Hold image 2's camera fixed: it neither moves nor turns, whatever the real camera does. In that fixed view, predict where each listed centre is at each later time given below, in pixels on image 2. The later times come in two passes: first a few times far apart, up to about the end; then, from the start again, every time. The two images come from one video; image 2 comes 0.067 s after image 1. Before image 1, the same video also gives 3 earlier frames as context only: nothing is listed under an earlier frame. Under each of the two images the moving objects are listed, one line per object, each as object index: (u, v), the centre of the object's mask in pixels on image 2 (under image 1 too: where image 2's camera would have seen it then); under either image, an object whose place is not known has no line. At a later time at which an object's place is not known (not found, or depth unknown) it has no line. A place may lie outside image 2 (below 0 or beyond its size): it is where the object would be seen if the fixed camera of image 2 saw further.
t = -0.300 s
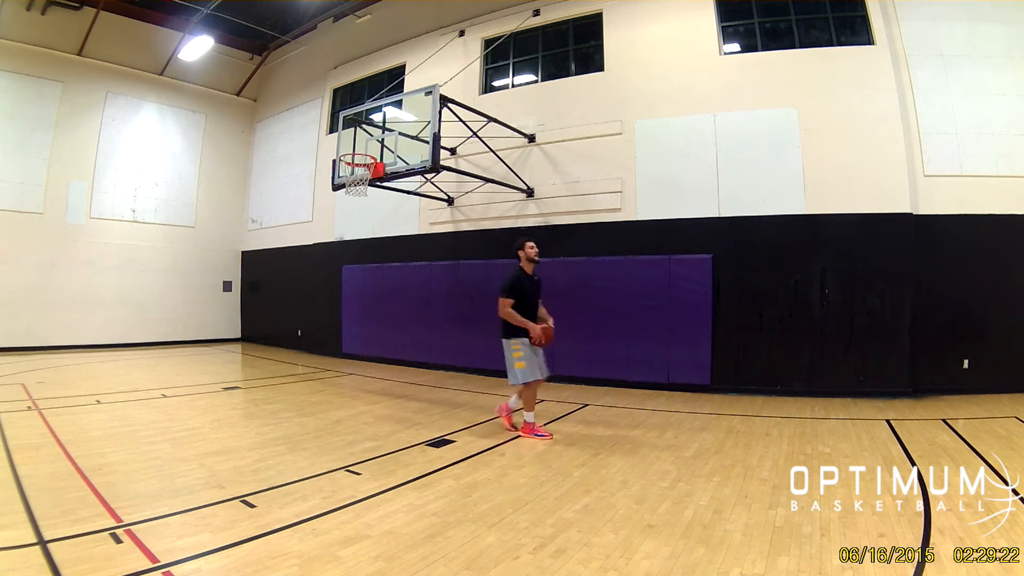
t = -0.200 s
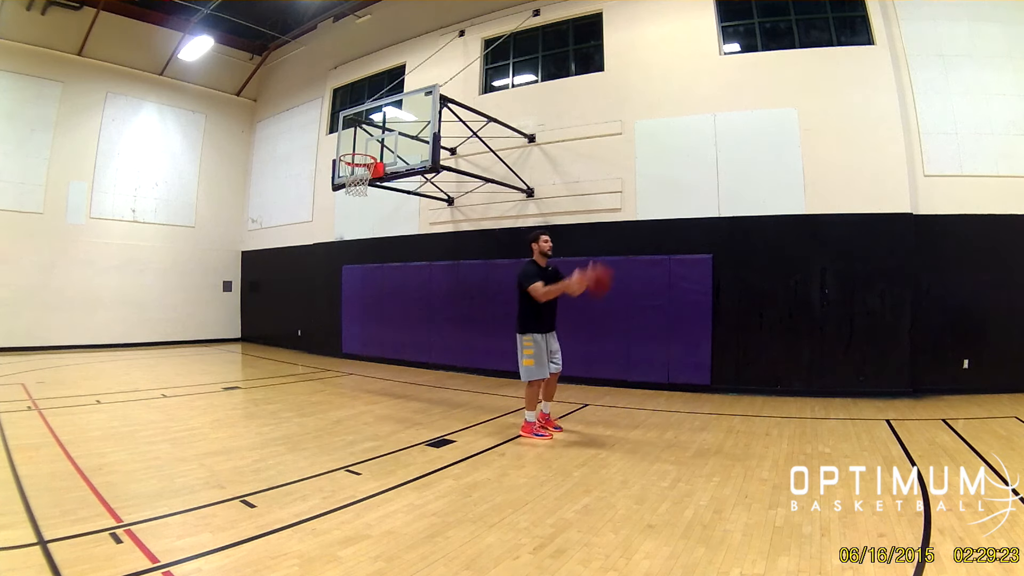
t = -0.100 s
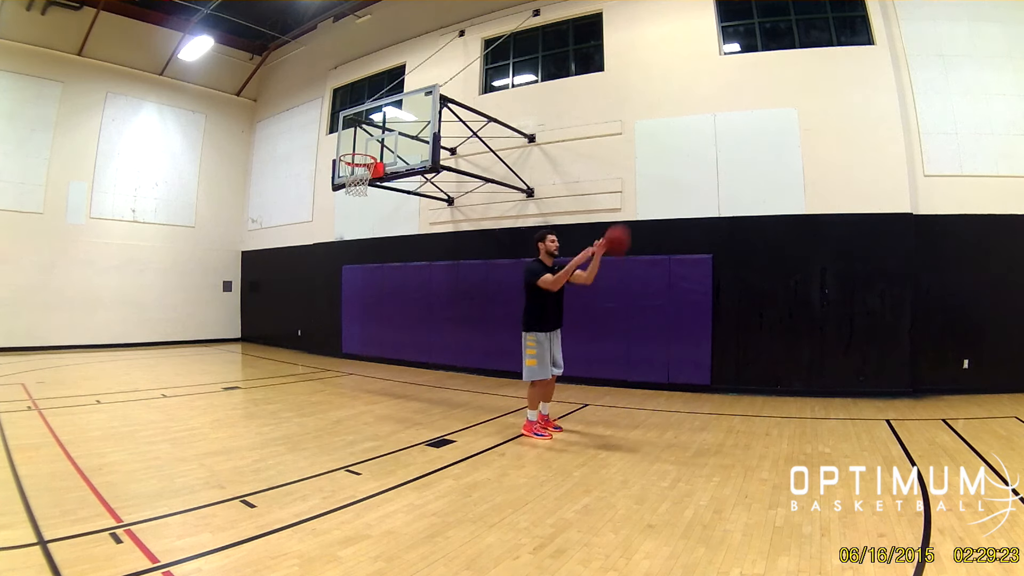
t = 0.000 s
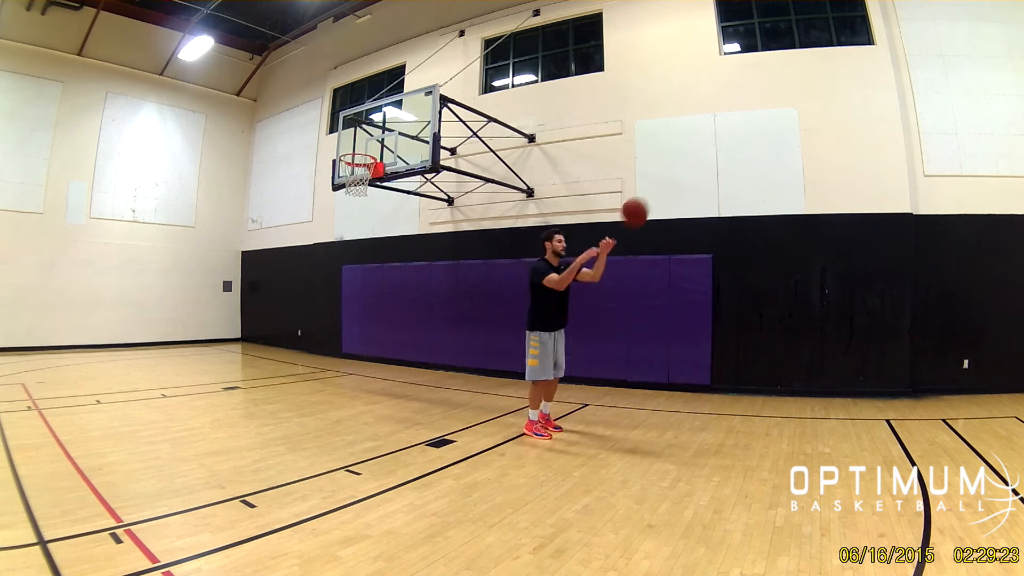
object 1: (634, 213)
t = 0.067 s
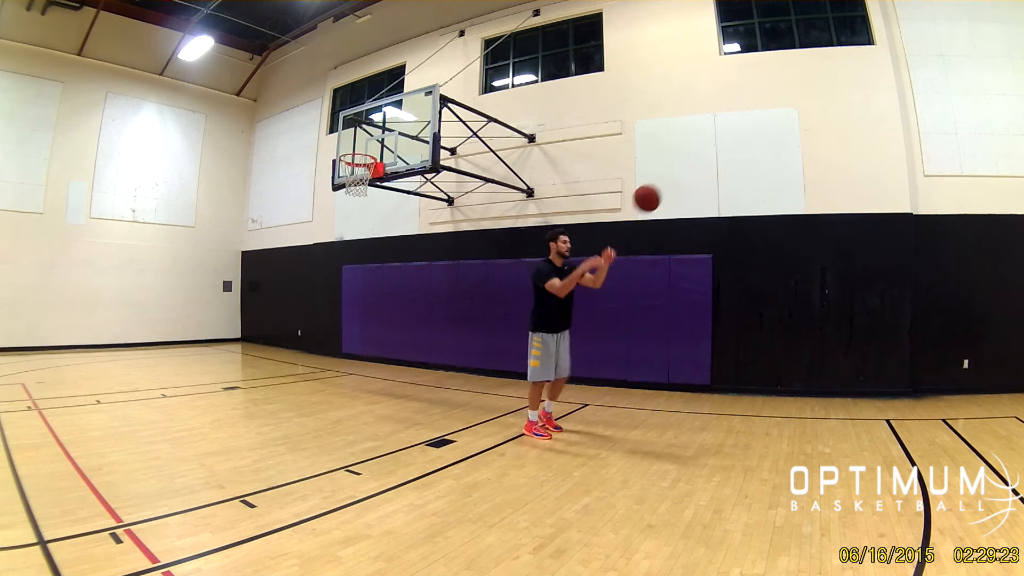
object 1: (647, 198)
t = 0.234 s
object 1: (678, 186)
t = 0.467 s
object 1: (726, 226)
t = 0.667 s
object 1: (769, 315)
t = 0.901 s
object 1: (808, 455)
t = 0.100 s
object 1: (653, 193)
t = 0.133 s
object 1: (659, 189)
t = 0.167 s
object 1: (665, 187)
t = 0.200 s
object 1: (671, 186)
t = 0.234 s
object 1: (678, 186)
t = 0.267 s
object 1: (685, 187)
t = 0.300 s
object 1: (691, 190)
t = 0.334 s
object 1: (698, 194)
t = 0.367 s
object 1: (705, 199)
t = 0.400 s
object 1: (711, 207)
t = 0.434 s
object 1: (719, 216)
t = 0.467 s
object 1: (726, 226)
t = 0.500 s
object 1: (733, 235)
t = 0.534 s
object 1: (740, 248)
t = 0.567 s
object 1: (747, 263)
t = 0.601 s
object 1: (754, 278)
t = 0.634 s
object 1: (762, 296)
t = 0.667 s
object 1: (769, 315)
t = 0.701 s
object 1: (776, 335)
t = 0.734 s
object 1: (782, 358)
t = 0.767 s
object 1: (788, 377)
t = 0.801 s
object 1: (794, 399)
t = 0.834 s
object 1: (800, 429)
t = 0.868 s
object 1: (806, 454)
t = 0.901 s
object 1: (808, 455)
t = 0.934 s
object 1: (808, 437)
